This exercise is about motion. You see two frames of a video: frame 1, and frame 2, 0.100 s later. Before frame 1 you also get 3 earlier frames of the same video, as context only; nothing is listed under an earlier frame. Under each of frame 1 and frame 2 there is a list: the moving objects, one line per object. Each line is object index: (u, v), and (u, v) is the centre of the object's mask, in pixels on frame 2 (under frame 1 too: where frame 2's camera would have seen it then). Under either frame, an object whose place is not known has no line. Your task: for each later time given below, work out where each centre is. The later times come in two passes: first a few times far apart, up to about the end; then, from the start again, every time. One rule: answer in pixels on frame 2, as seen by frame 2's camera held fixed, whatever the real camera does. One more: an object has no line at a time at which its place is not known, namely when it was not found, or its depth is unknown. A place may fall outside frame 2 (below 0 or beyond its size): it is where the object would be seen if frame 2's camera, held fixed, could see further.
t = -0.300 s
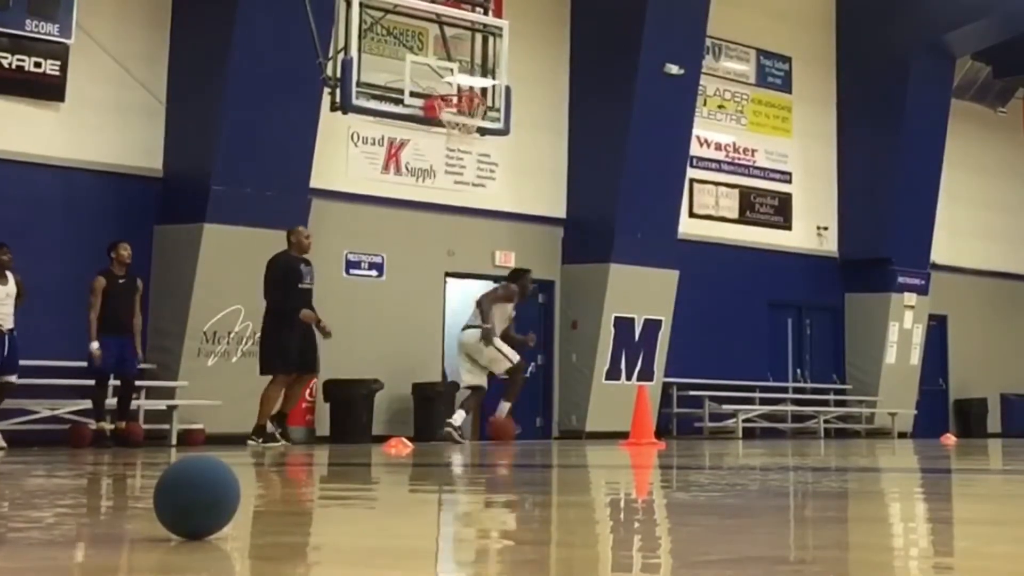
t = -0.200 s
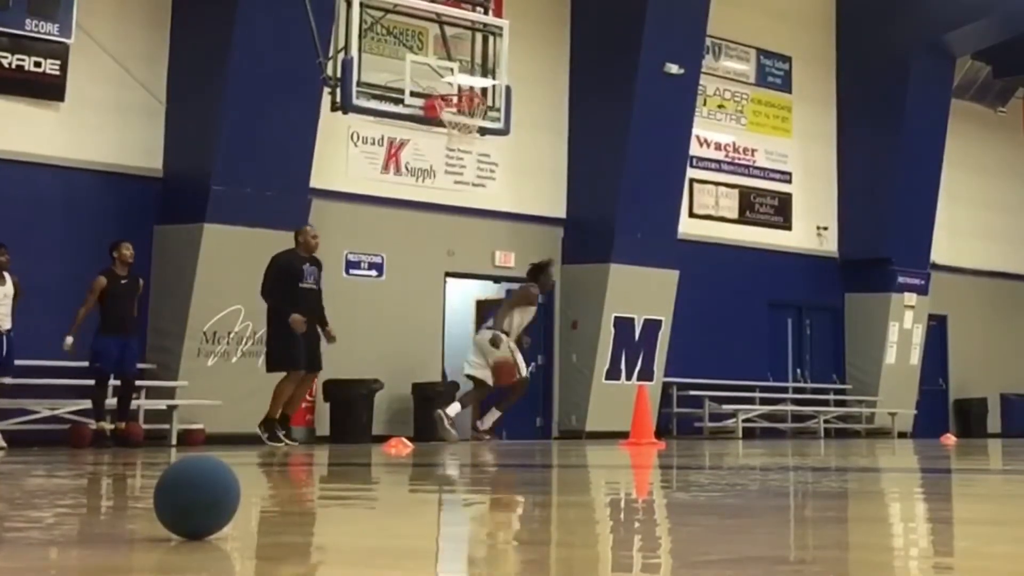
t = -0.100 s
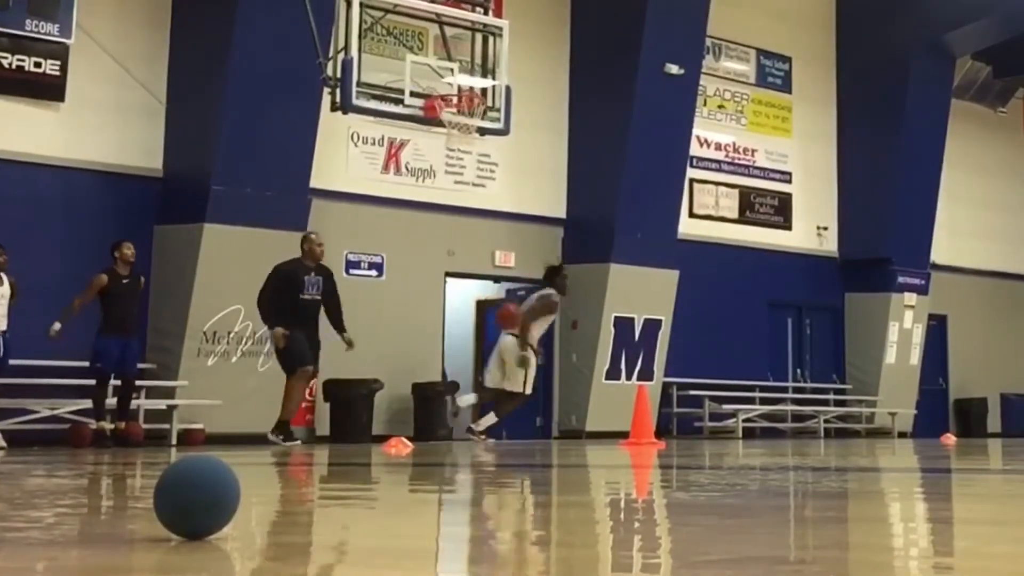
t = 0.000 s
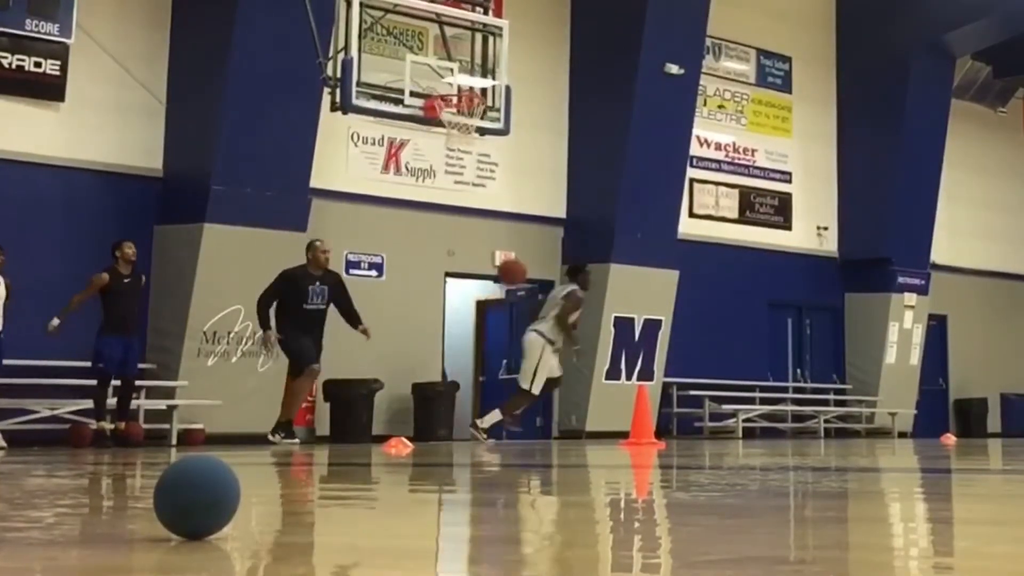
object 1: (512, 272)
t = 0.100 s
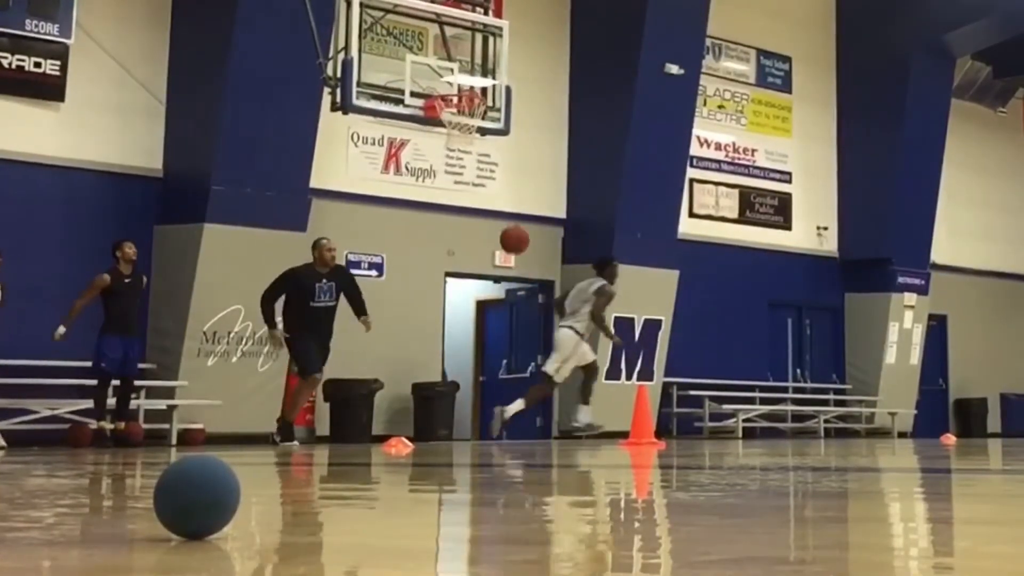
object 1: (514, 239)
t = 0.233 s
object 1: (518, 213)
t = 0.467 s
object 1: (524, 220)
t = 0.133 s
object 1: (516, 231)
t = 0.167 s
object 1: (516, 224)
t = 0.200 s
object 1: (517, 218)
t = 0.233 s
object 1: (518, 213)
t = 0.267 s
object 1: (519, 210)
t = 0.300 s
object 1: (520, 209)
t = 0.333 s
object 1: (521, 208)
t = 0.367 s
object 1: (522, 209)
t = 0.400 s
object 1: (523, 211)
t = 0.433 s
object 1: (524, 214)
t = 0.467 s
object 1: (524, 220)
